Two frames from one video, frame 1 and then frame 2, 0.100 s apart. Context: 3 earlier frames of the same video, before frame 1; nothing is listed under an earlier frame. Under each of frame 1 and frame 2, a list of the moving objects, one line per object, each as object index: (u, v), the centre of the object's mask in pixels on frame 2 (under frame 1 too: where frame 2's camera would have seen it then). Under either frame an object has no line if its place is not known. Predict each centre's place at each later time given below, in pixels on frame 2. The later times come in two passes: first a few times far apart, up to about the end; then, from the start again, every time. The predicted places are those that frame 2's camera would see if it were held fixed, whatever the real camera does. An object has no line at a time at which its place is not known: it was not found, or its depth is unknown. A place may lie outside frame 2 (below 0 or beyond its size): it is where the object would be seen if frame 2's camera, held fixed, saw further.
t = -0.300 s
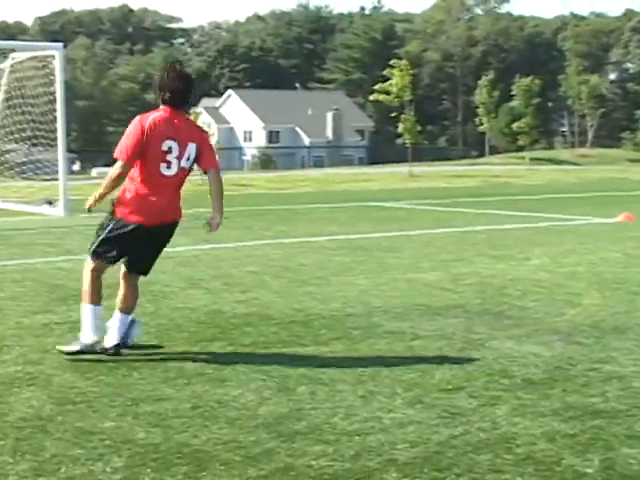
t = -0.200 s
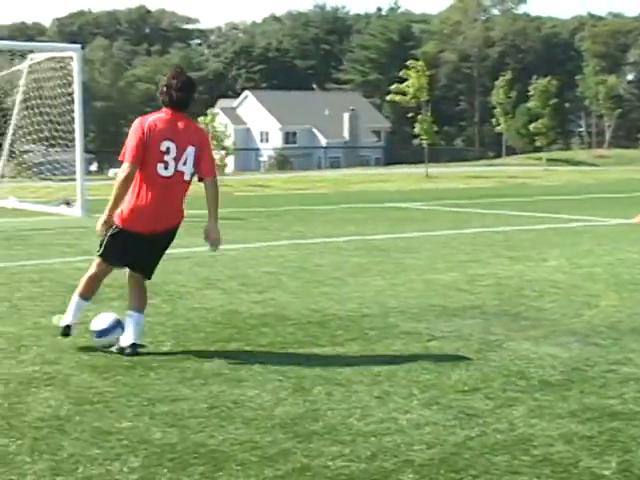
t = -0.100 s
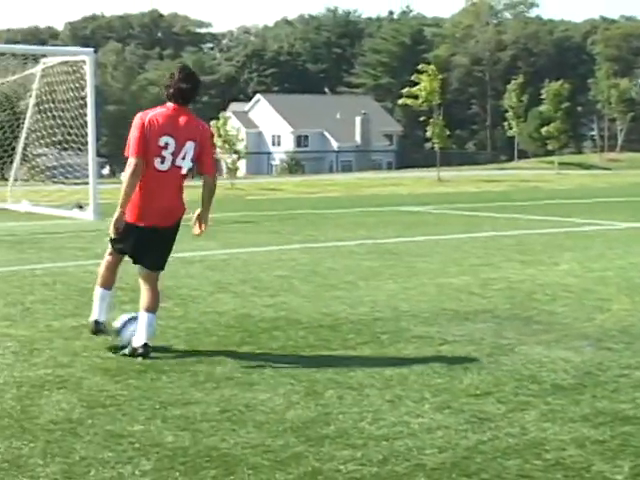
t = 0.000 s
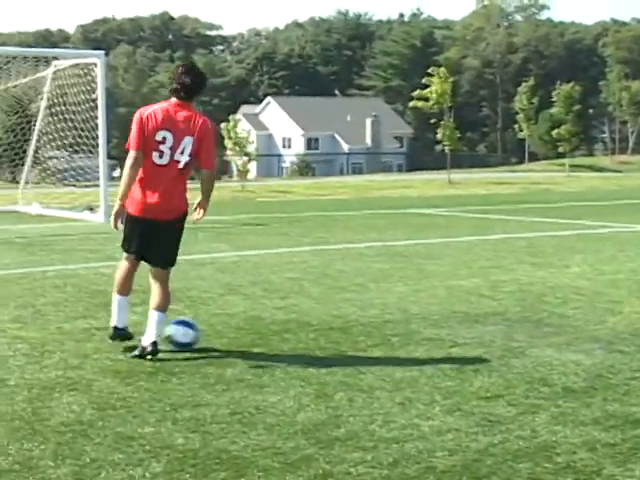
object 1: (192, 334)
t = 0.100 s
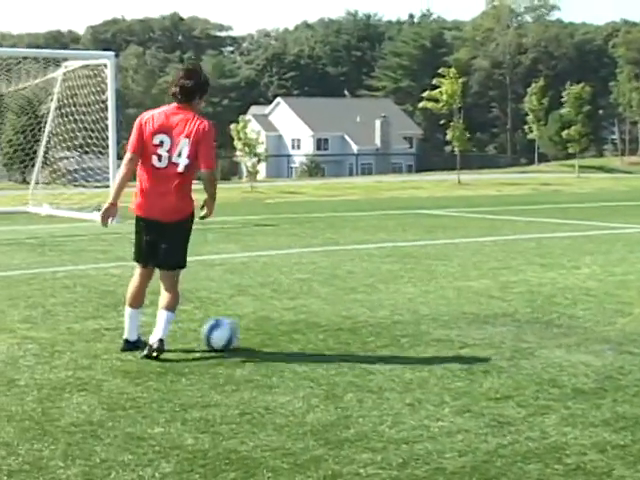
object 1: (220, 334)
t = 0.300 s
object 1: (271, 333)
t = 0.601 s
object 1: (343, 332)
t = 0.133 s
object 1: (229, 333)
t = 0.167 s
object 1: (237, 332)
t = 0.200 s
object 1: (247, 333)
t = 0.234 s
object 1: (257, 332)
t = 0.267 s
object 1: (263, 333)
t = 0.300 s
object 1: (271, 333)
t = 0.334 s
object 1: (280, 332)
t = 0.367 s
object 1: (289, 332)
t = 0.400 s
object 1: (297, 332)
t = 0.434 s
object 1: (306, 332)
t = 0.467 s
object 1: (313, 332)
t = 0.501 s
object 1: (320, 332)
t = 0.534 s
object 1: (328, 332)
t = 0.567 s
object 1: (335, 331)
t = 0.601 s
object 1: (343, 332)
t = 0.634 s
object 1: (349, 332)
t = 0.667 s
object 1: (356, 332)
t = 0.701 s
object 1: (363, 332)
